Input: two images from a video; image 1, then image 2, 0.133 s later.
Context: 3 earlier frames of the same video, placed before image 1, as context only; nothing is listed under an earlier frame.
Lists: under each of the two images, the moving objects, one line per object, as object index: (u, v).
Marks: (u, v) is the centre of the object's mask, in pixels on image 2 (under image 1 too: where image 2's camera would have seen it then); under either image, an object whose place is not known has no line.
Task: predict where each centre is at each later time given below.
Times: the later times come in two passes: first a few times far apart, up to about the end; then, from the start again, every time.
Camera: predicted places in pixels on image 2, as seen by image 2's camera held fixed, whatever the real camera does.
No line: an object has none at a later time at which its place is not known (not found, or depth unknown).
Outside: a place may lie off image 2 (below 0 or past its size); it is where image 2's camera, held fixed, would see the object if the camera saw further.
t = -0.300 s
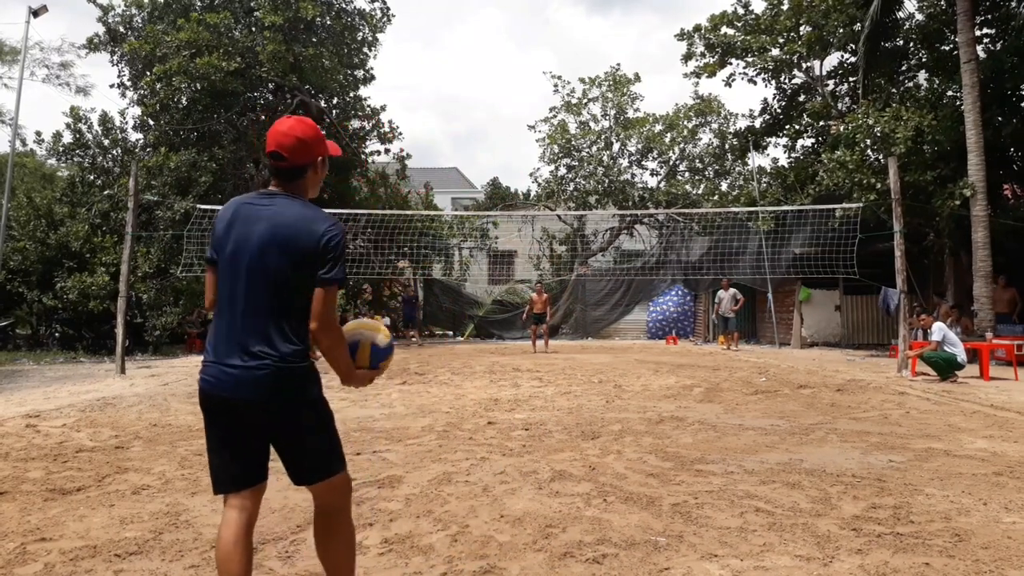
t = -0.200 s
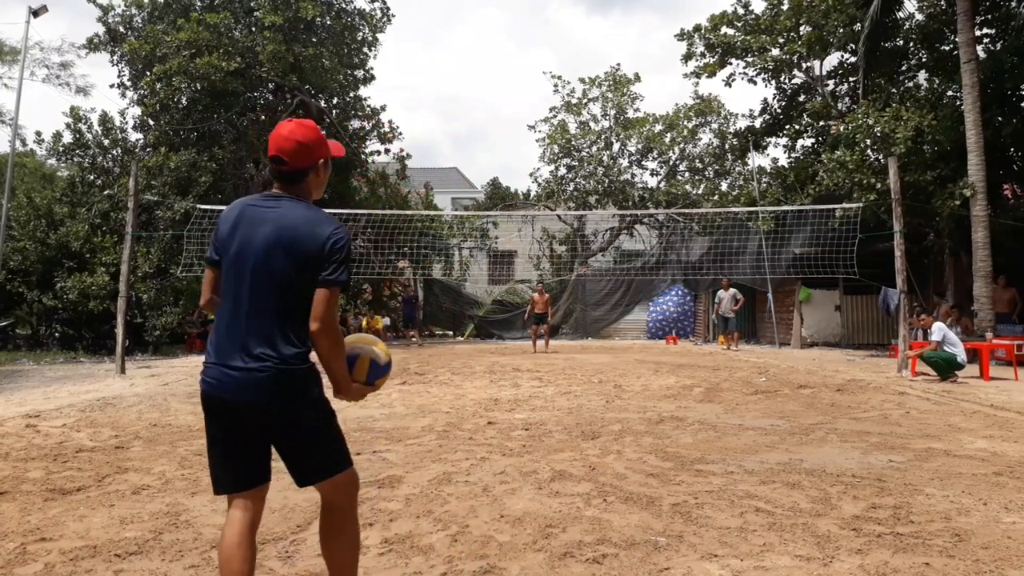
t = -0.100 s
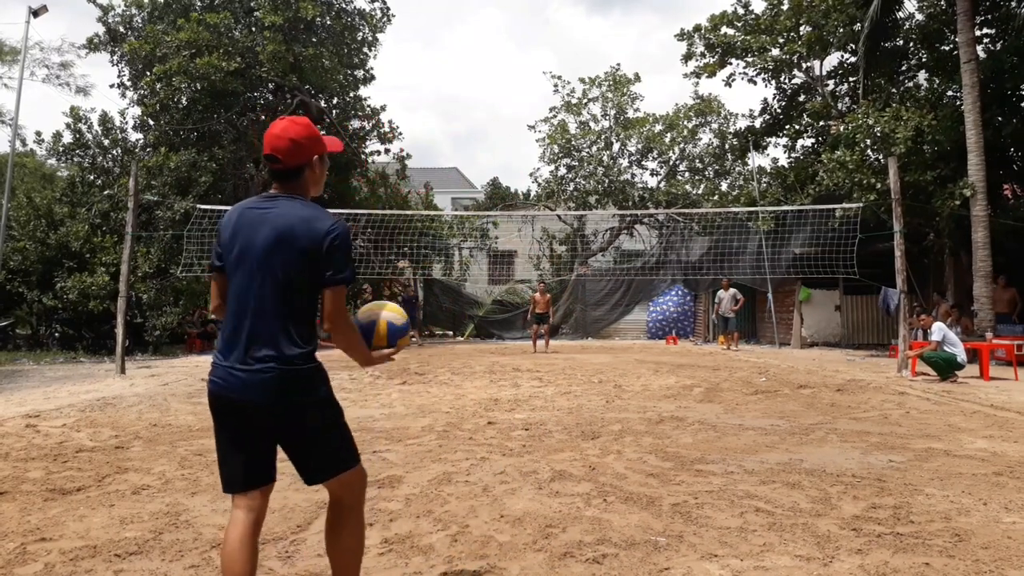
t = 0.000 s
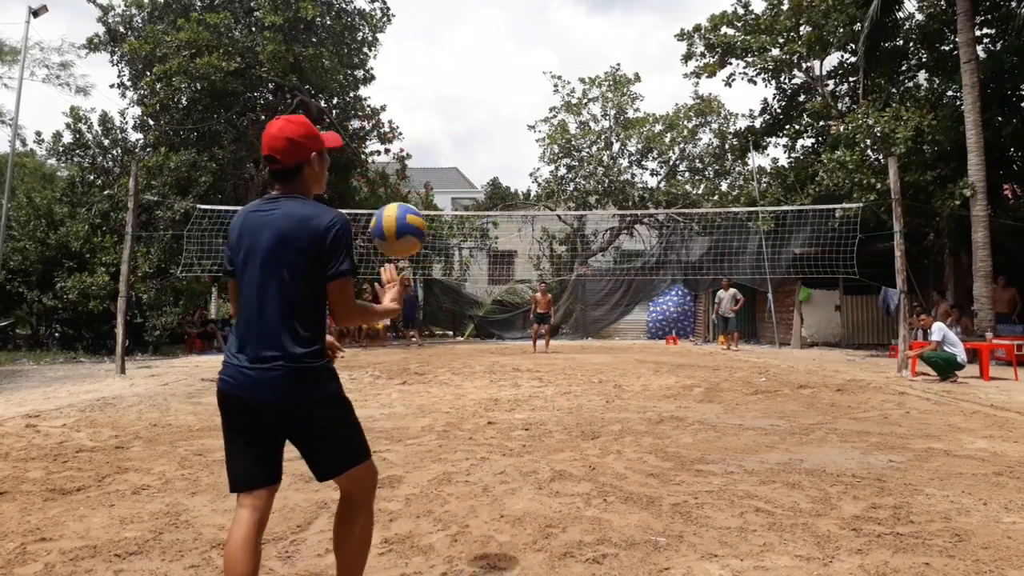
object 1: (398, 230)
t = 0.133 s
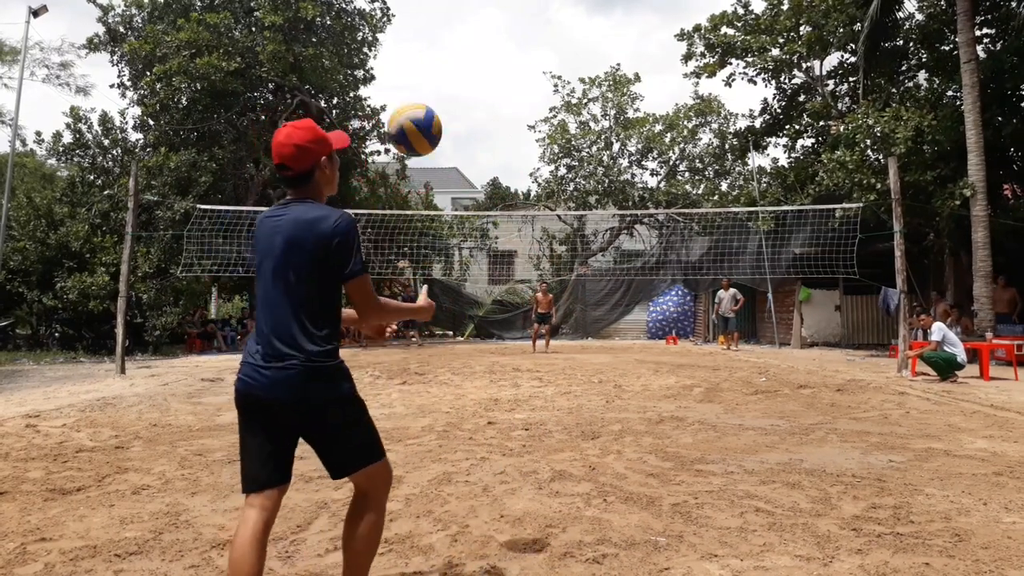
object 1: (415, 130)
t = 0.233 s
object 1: (426, 86)
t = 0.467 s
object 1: (450, 80)
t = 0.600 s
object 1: (462, 133)
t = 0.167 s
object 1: (418, 112)
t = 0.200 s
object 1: (422, 97)
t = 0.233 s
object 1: (426, 86)
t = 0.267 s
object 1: (429, 77)
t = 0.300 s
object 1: (433, 70)
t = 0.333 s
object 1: (436, 68)
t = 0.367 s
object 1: (440, 67)
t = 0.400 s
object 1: (443, 69)
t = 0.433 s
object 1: (446, 73)
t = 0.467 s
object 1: (450, 80)
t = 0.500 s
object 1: (453, 90)
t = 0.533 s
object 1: (456, 102)
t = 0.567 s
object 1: (459, 117)
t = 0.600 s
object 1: (462, 133)
